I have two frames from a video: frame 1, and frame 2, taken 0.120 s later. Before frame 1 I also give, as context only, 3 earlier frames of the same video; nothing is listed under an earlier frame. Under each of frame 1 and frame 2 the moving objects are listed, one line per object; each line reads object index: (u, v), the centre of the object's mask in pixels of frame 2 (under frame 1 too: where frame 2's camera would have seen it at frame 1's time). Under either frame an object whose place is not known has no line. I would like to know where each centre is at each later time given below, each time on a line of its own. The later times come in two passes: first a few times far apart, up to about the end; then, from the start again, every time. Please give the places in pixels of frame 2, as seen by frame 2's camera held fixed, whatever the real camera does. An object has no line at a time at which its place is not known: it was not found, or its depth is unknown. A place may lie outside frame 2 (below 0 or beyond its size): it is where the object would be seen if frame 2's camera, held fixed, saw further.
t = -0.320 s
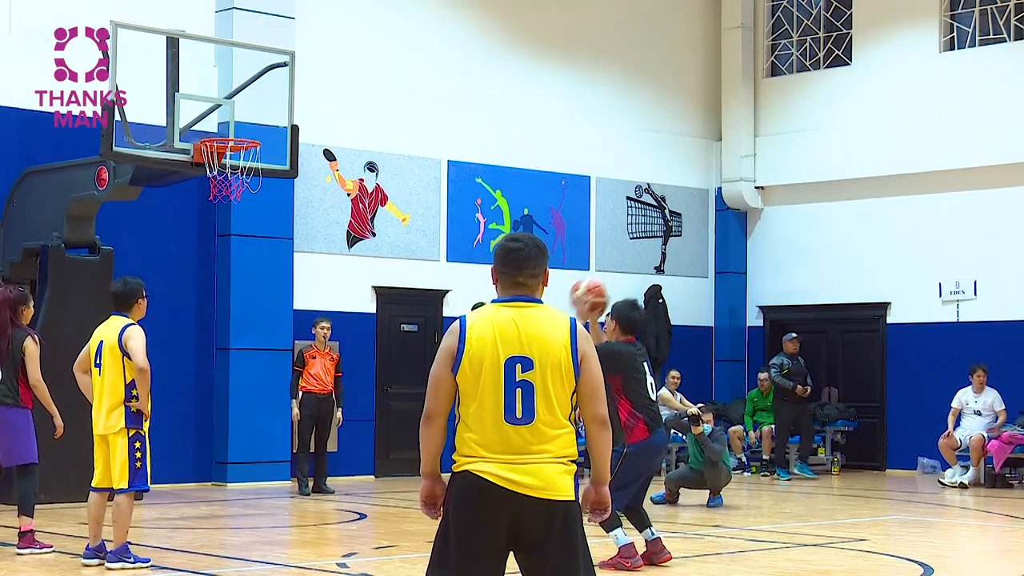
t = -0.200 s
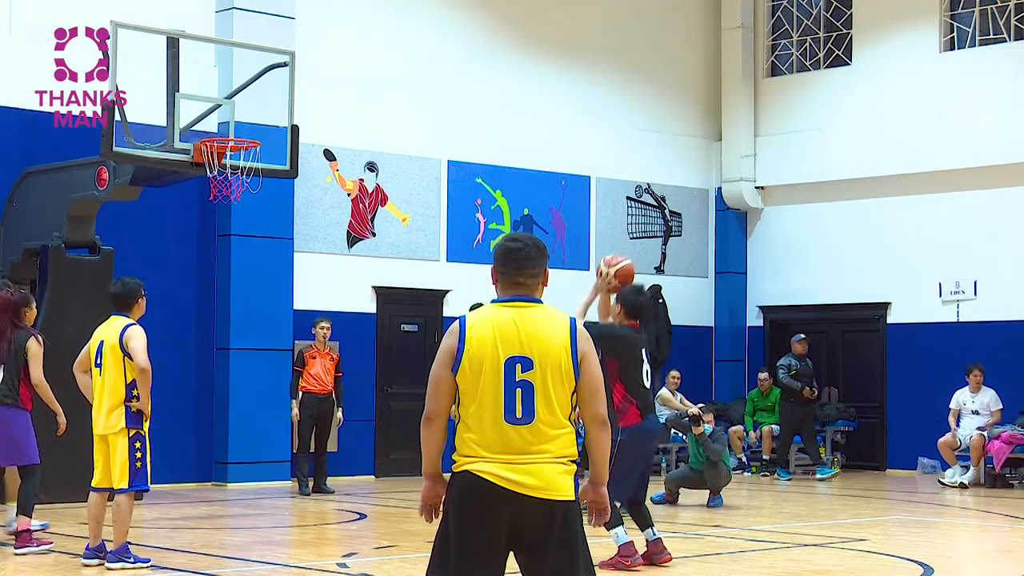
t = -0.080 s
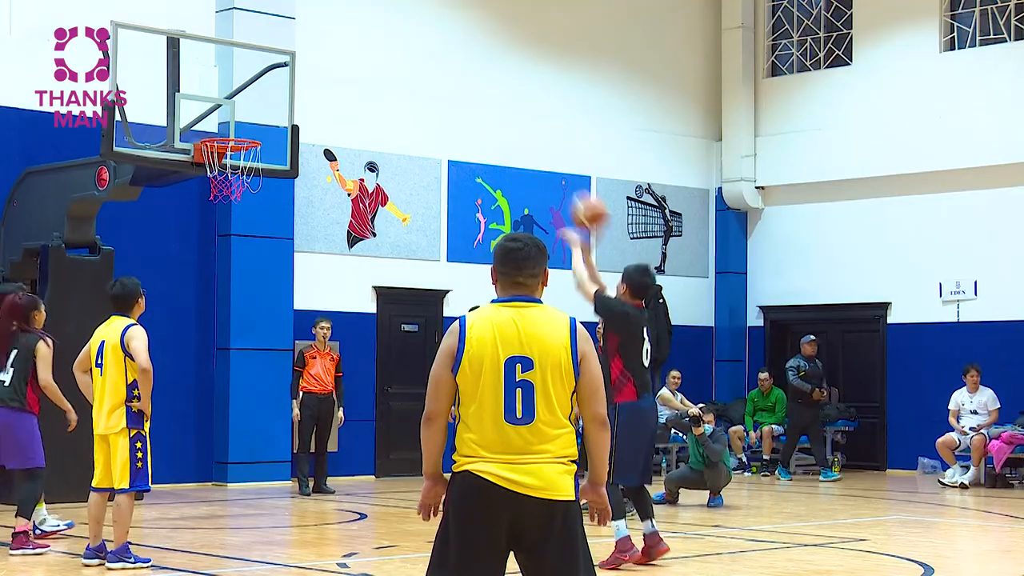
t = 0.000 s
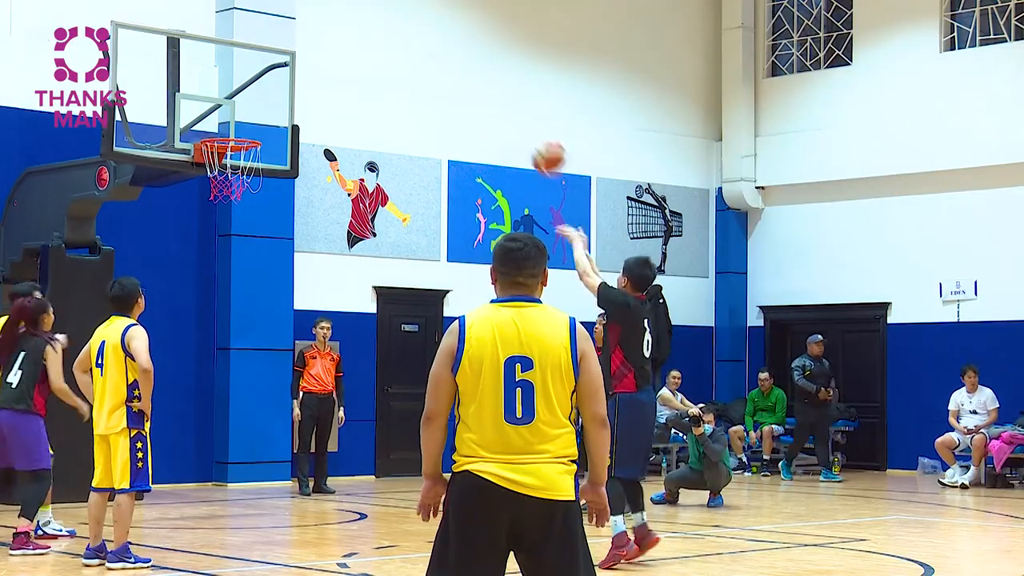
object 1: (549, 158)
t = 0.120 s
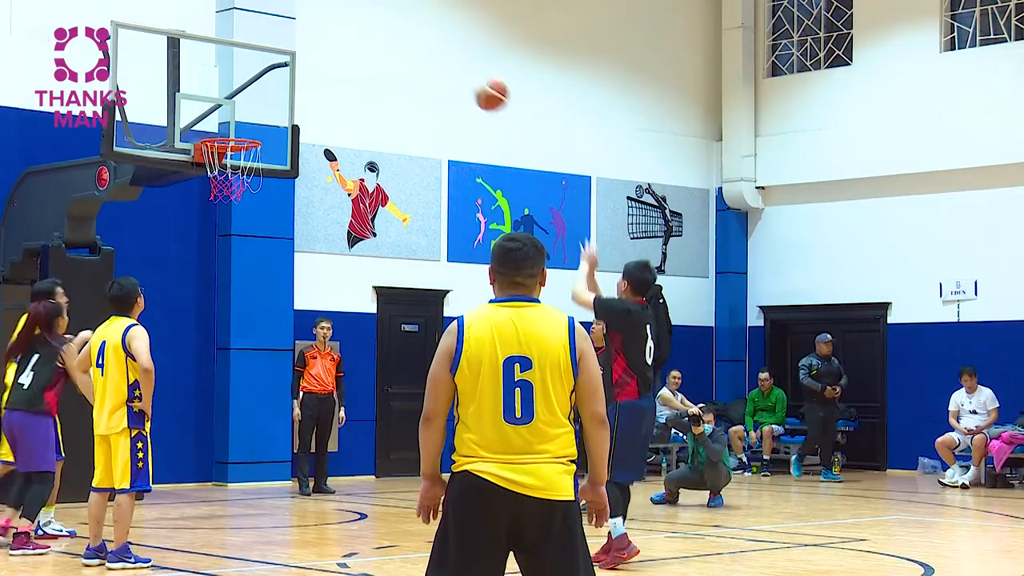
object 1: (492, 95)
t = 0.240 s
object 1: (438, 58)
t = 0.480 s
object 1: (343, 42)
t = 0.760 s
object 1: (247, 116)
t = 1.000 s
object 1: (231, 210)
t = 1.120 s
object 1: (242, 277)
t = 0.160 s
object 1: (474, 80)
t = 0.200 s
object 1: (456, 67)
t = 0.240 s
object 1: (438, 58)
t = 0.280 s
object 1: (422, 49)
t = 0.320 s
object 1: (405, 43)
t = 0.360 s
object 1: (389, 40)
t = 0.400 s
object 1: (374, 39)
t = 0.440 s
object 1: (358, 39)
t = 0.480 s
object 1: (343, 42)
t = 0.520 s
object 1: (329, 47)
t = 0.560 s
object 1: (314, 55)
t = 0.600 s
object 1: (300, 64)
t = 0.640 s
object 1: (287, 73)
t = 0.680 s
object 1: (273, 87)
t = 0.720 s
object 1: (260, 101)
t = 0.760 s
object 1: (247, 116)
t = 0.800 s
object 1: (235, 130)
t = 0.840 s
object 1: (224, 147)
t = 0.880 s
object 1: (220, 160)
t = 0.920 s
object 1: (224, 176)
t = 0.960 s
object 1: (227, 193)
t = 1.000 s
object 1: (231, 210)
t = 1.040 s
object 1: (234, 231)
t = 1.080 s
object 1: (239, 253)
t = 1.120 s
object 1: (242, 277)
